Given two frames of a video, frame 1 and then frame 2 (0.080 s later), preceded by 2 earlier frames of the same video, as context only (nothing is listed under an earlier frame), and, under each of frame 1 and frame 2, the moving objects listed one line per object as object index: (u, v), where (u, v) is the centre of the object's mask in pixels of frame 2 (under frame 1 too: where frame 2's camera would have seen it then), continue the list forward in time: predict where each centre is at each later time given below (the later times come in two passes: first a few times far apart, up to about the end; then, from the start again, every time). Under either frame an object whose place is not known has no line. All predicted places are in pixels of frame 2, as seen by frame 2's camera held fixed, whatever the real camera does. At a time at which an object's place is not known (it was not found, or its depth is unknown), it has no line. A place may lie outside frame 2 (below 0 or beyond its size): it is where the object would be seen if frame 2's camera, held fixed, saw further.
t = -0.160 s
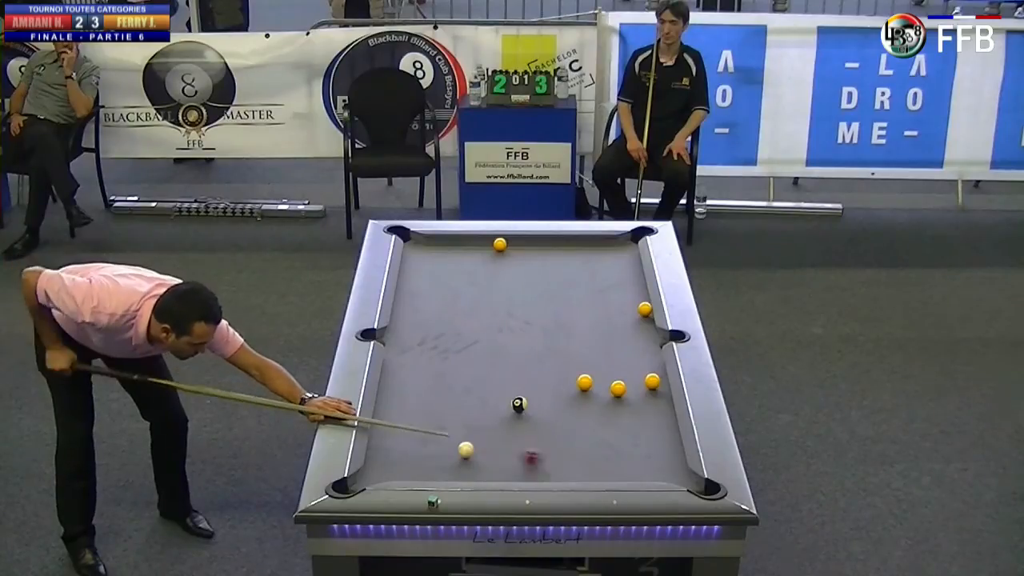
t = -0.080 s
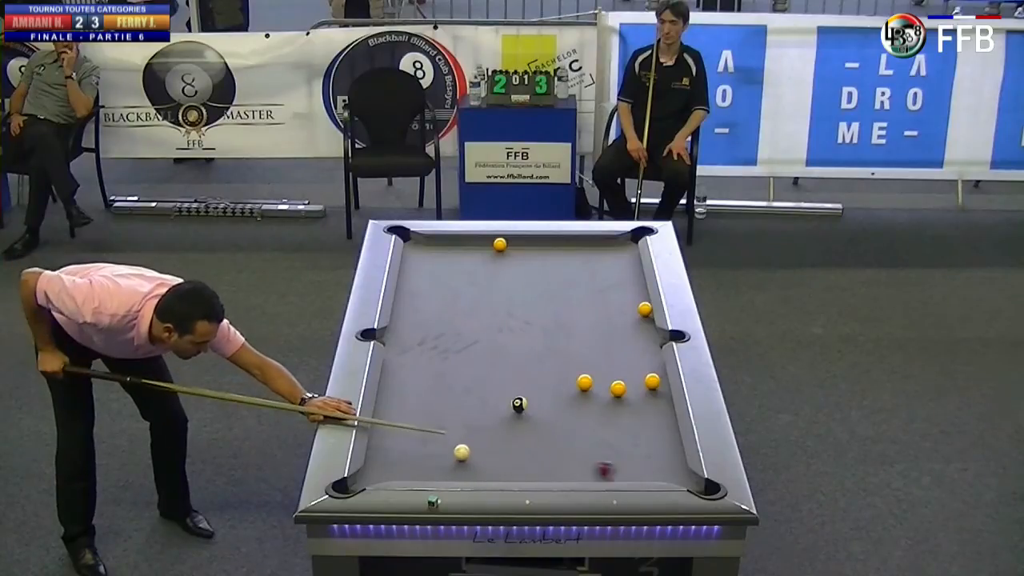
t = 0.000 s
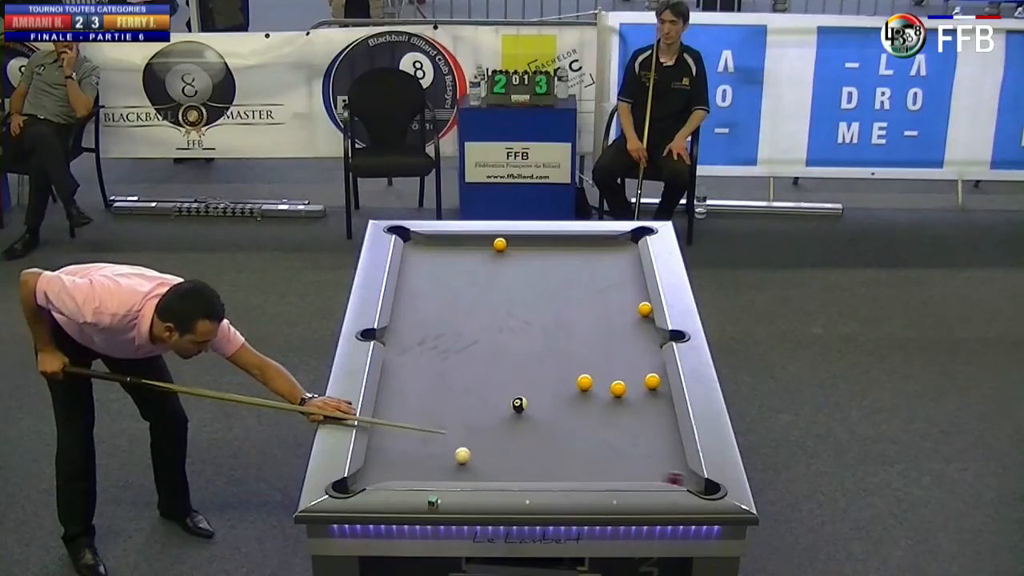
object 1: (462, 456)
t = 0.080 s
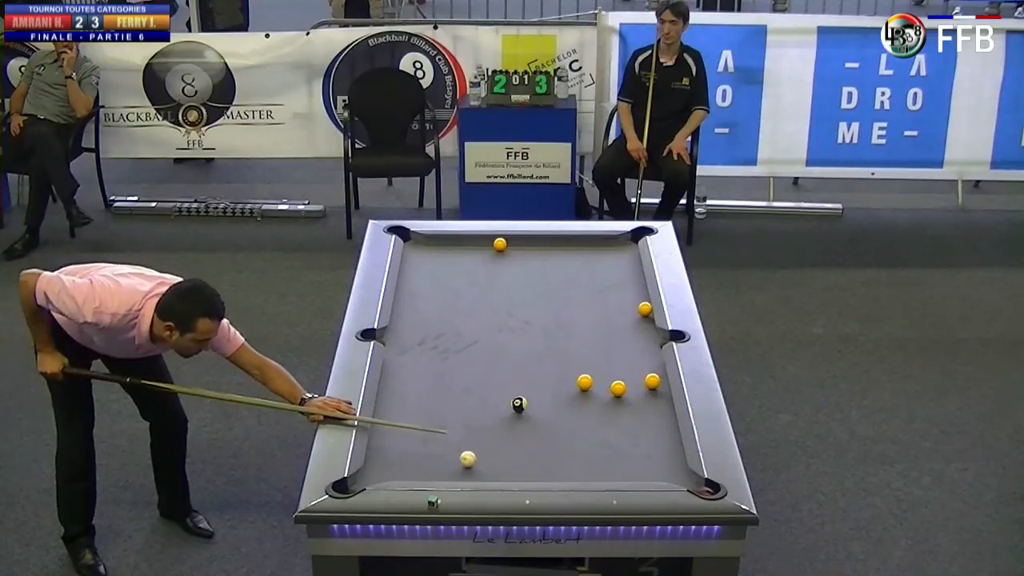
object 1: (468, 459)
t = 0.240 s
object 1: (490, 468)
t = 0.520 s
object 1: (532, 478)
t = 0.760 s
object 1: (559, 473)
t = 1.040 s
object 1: (586, 466)
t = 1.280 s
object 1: (608, 461)
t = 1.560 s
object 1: (630, 454)
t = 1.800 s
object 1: (647, 451)
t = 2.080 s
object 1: (665, 447)
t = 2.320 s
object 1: (673, 444)
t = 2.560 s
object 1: (665, 443)
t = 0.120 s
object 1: (472, 461)
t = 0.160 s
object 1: (478, 463)
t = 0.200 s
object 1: (484, 466)
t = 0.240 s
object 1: (490, 468)
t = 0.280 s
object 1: (496, 470)
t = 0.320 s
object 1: (503, 472)
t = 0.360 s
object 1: (509, 474)
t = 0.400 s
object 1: (516, 475)
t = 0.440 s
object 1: (521, 477)
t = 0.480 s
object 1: (528, 479)
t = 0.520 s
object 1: (532, 478)
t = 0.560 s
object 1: (537, 477)
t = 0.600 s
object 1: (541, 476)
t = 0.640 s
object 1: (546, 475)
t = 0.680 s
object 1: (550, 474)
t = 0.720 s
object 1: (554, 473)
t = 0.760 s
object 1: (559, 473)
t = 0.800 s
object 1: (563, 472)
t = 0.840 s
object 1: (567, 471)
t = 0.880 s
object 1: (571, 471)
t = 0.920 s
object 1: (575, 470)
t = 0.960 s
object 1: (579, 469)
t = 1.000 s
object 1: (583, 467)
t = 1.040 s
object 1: (586, 466)
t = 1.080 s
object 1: (590, 465)
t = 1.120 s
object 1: (594, 464)
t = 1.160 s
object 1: (597, 463)
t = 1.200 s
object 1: (601, 462)
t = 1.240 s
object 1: (604, 461)
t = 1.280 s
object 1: (608, 461)
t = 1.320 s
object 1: (611, 460)
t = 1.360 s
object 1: (614, 459)
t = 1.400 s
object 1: (618, 458)
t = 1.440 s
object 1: (621, 457)
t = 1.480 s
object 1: (624, 456)
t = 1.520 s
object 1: (627, 455)
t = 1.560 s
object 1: (630, 454)
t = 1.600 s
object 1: (633, 454)
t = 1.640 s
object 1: (636, 453)
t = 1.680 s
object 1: (639, 453)
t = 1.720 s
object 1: (642, 452)
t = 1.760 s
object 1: (645, 451)
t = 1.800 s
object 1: (647, 451)
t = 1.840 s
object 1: (650, 450)
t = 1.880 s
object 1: (653, 449)
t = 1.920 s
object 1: (655, 449)
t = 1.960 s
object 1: (658, 448)
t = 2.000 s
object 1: (660, 448)
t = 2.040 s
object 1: (663, 447)
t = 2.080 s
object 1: (665, 447)
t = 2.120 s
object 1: (667, 446)
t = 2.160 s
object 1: (670, 446)
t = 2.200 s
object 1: (672, 445)
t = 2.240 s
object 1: (674, 444)
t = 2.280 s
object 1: (674, 444)
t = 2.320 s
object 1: (673, 444)
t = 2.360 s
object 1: (671, 444)
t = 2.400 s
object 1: (670, 443)
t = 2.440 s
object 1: (669, 443)
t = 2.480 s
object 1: (667, 443)
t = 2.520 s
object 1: (666, 443)
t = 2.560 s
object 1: (665, 443)
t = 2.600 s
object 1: (664, 442)
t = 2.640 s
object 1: (663, 442)
